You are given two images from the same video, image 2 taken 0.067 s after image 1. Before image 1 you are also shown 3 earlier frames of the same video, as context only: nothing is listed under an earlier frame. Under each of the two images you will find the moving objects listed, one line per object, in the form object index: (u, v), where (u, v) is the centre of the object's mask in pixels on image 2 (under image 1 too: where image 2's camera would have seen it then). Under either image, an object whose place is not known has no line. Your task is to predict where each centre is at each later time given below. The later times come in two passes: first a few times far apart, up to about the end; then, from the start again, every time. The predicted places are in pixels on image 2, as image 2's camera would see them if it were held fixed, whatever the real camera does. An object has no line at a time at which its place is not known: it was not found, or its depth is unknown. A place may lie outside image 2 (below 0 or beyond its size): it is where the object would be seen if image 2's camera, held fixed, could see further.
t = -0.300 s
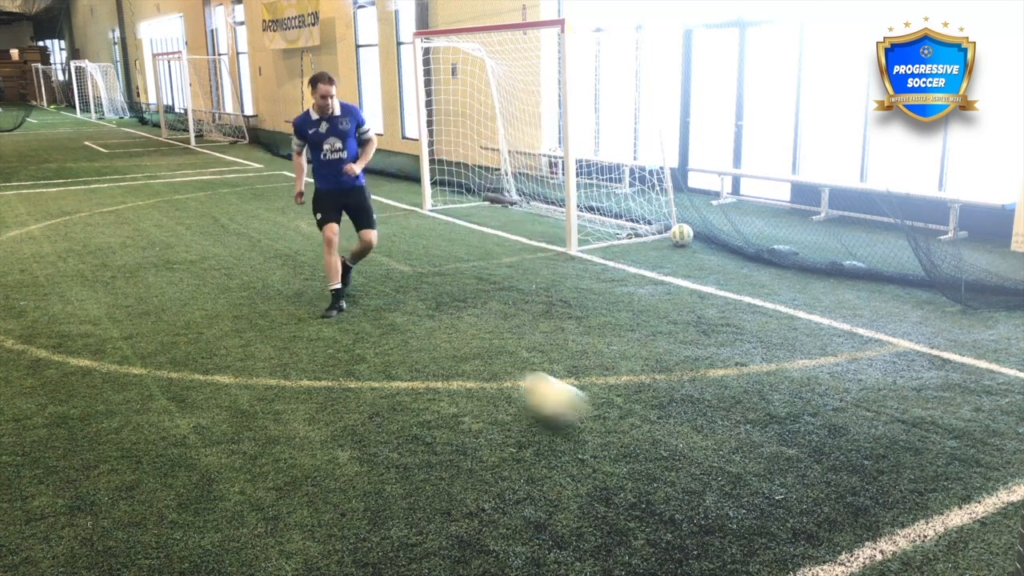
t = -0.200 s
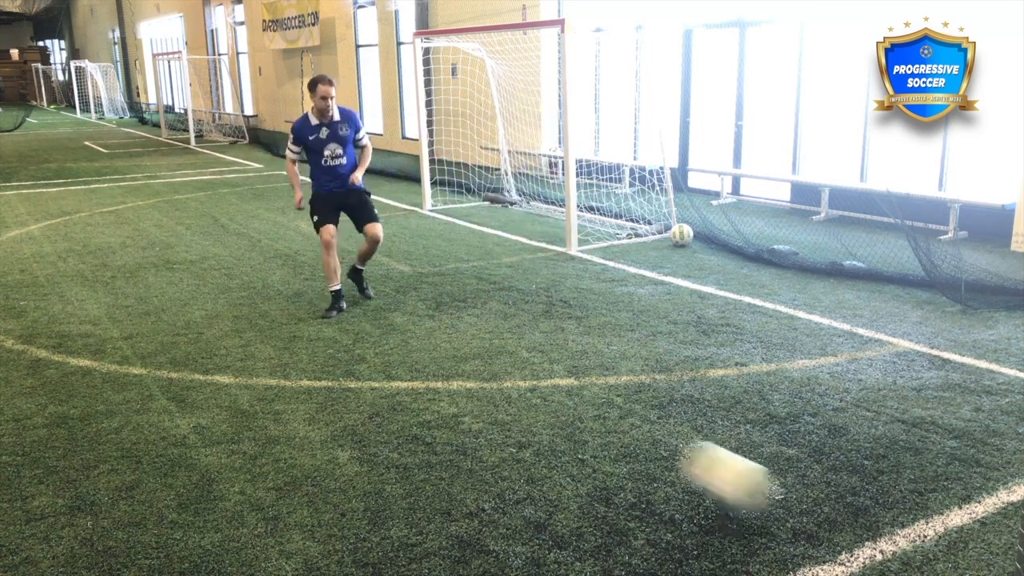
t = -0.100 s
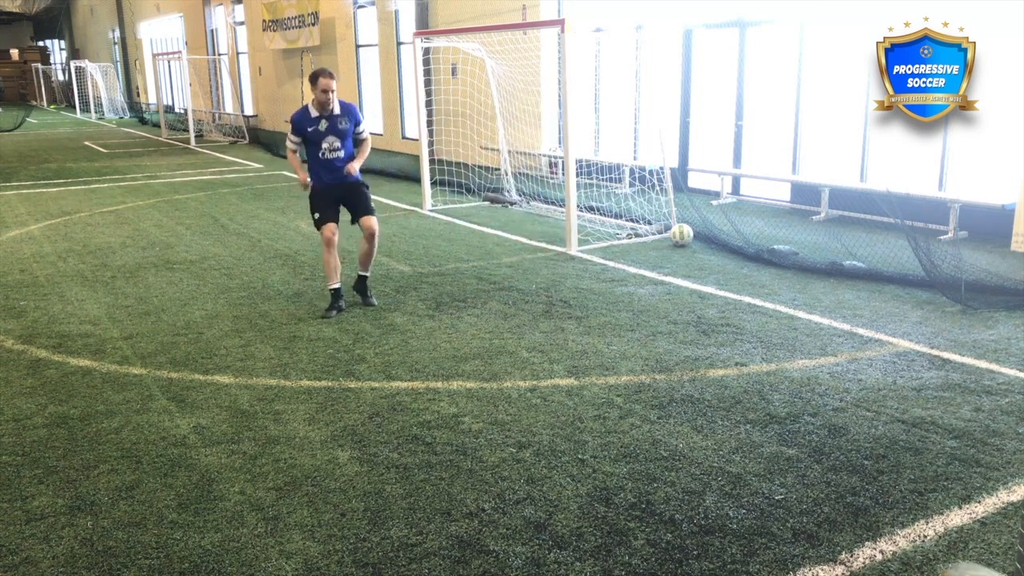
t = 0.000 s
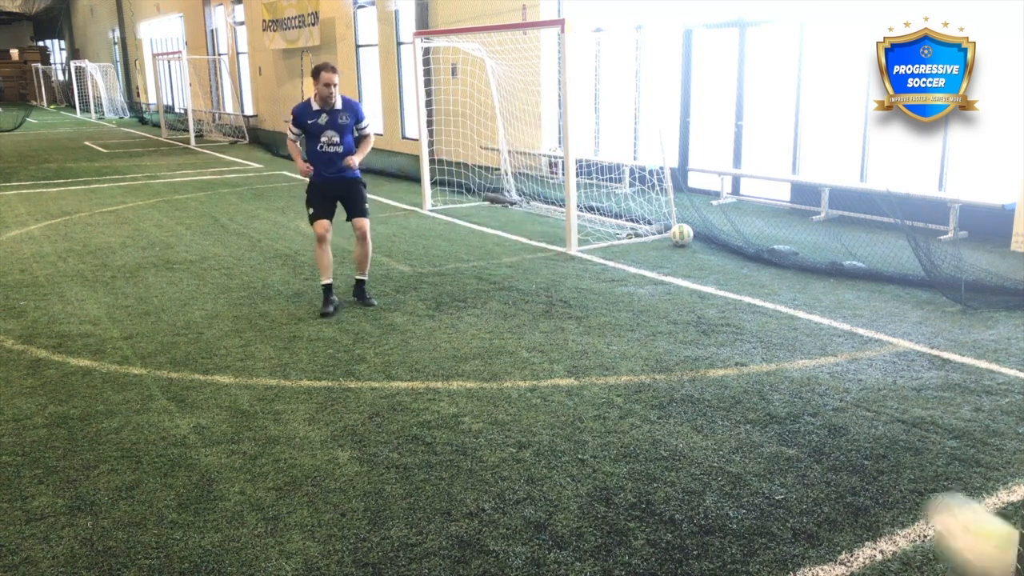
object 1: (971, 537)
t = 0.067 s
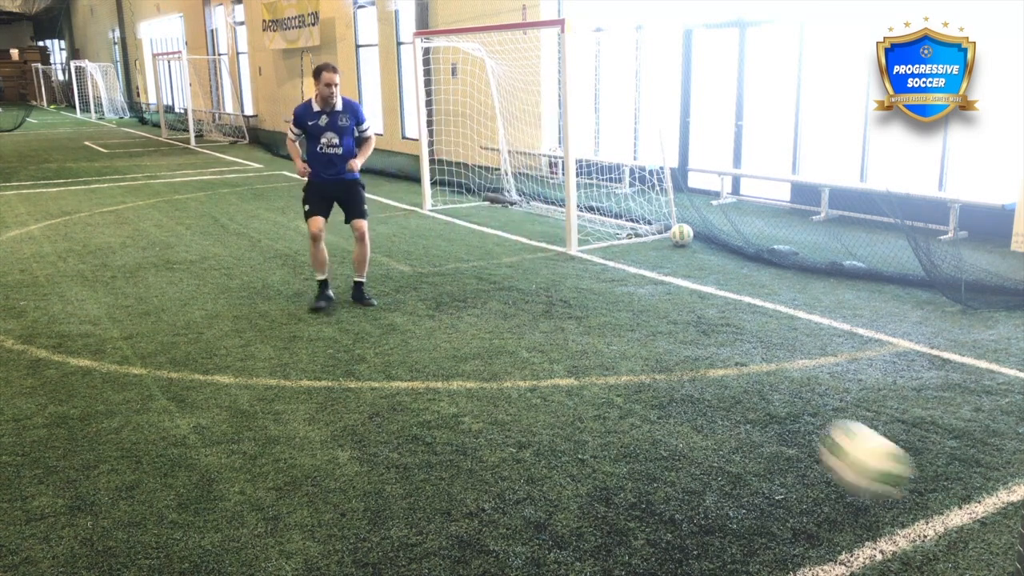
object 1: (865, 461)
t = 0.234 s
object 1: (662, 356)
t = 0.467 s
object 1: (494, 344)
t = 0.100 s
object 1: (816, 429)
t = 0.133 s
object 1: (771, 404)
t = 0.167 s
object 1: (732, 384)
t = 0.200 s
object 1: (696, 369)
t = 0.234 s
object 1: (662, 356)
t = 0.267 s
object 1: (632, 347)
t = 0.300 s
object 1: (604, 341)
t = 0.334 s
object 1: (579, 337)
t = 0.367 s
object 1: (555, 337)
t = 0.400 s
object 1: (534, 337)
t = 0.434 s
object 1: (513, 338)
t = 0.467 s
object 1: (494, 344)
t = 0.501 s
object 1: (479, 348)
